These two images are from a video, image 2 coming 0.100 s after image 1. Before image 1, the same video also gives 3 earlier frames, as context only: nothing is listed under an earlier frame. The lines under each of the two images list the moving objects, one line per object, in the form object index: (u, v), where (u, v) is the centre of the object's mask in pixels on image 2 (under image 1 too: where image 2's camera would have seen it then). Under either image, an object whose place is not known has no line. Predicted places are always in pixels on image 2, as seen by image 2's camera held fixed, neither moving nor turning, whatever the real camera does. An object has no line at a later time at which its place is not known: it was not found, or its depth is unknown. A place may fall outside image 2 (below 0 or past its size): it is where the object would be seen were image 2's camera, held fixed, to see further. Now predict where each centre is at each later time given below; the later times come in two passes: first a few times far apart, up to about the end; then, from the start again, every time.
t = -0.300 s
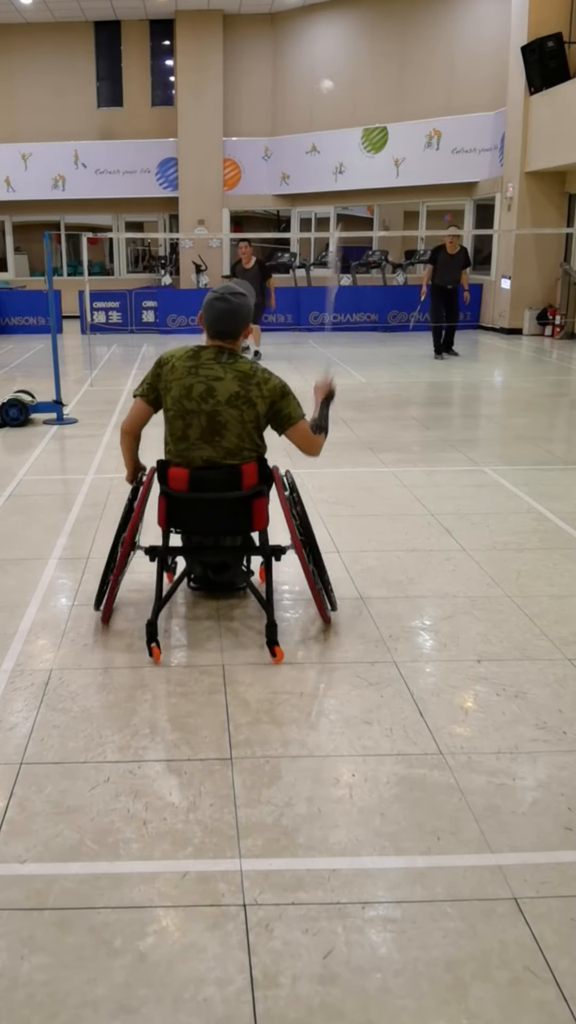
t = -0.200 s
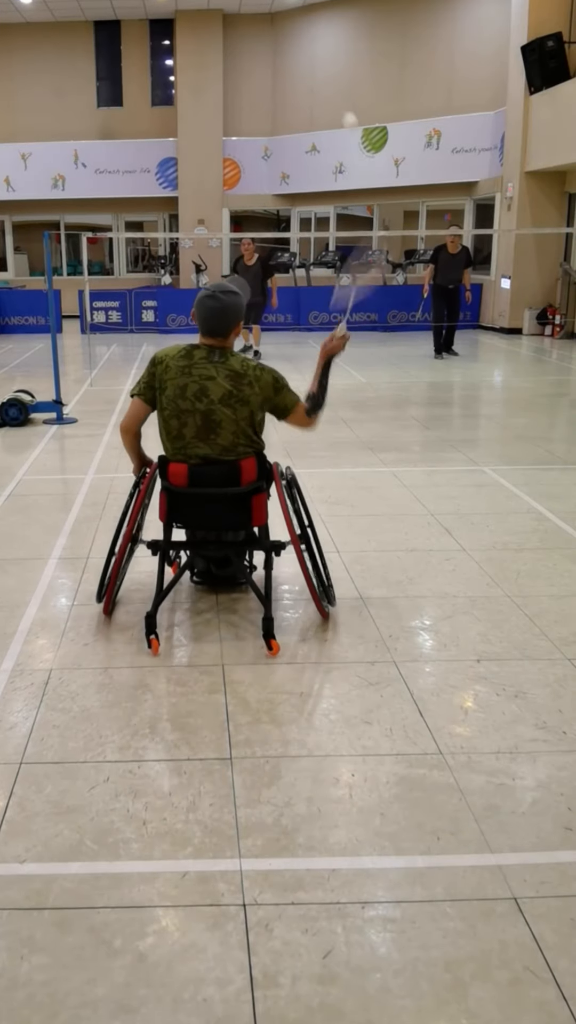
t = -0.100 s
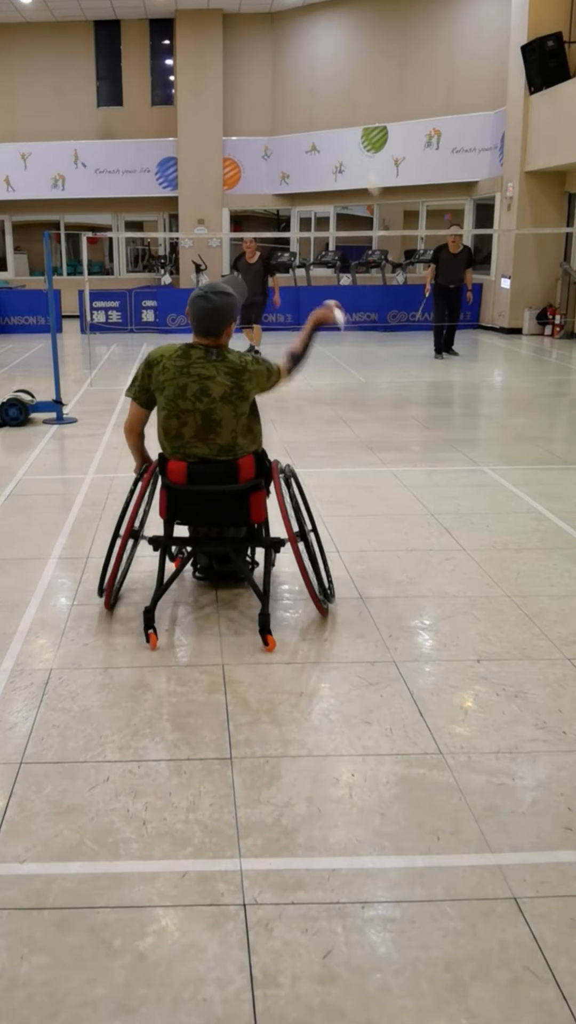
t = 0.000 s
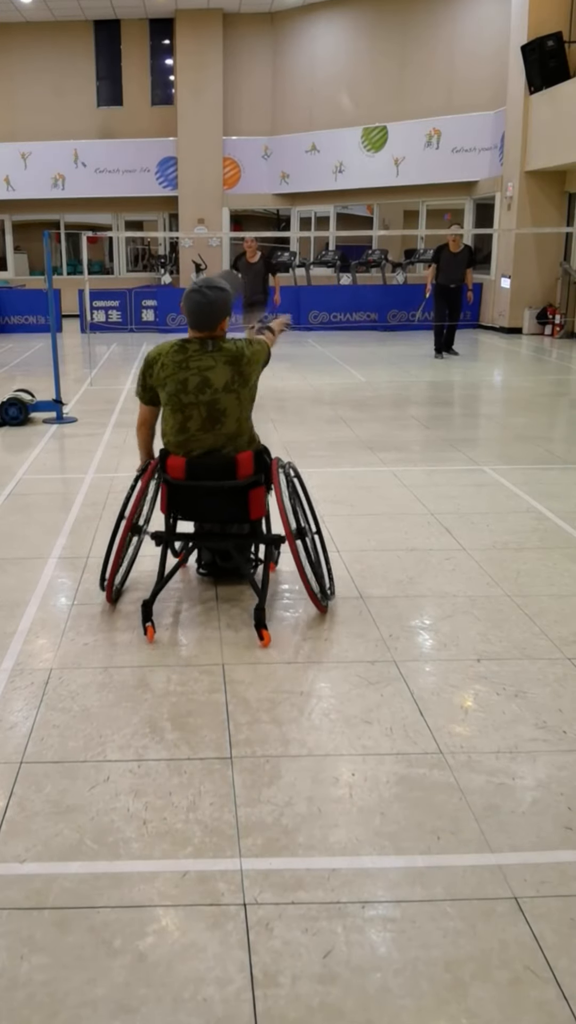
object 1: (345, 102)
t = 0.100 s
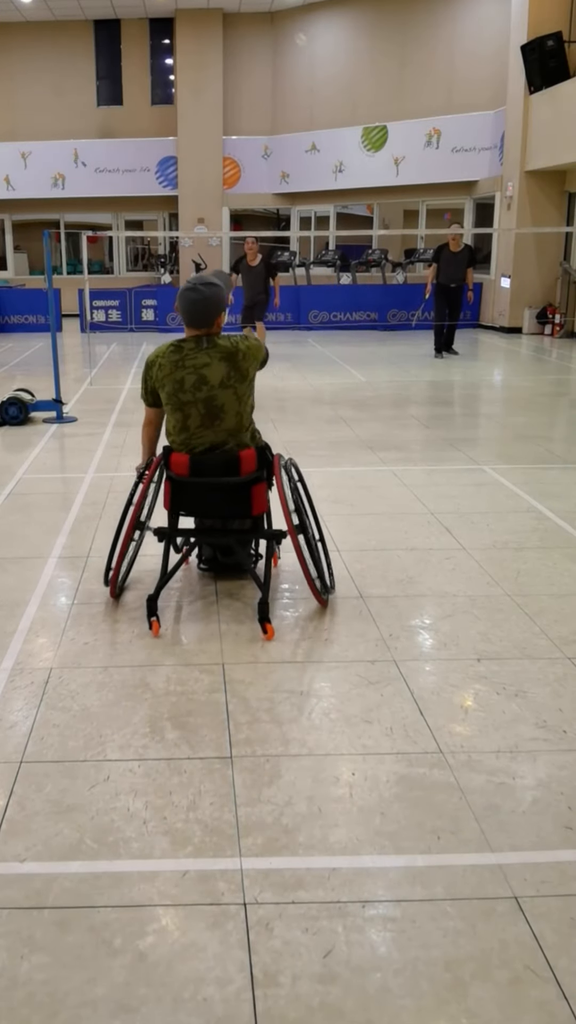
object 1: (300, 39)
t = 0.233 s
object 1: (278, 19)
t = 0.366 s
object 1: (266, 25)
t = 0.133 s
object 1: (292, 31)
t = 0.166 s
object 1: (287, 25)
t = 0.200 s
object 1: (282, 22)
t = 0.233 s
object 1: (278, 19)
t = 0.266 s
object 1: (274, 19)
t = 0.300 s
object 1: (271, 20)
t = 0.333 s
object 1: (268, 22)
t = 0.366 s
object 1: (266, 25)
